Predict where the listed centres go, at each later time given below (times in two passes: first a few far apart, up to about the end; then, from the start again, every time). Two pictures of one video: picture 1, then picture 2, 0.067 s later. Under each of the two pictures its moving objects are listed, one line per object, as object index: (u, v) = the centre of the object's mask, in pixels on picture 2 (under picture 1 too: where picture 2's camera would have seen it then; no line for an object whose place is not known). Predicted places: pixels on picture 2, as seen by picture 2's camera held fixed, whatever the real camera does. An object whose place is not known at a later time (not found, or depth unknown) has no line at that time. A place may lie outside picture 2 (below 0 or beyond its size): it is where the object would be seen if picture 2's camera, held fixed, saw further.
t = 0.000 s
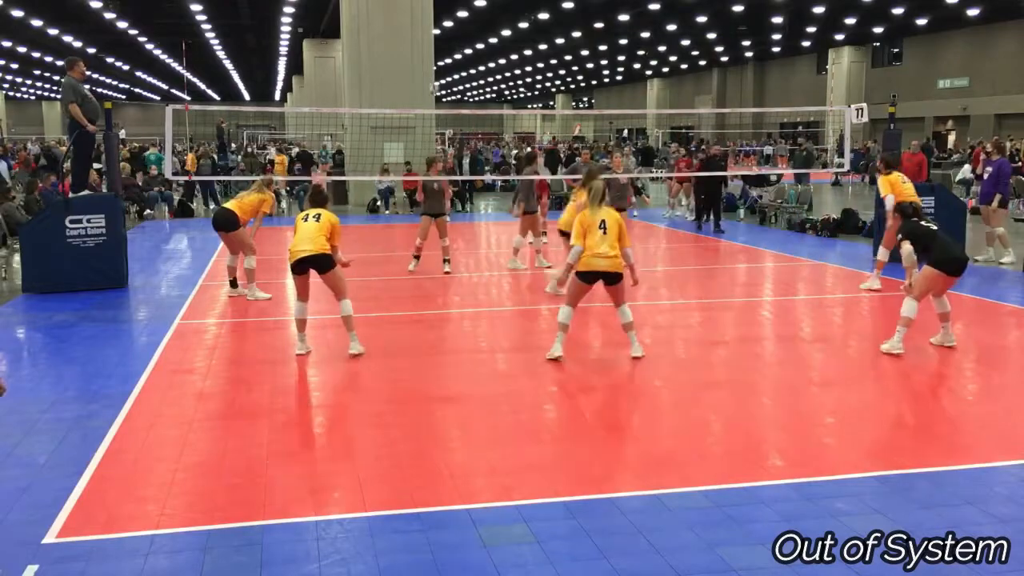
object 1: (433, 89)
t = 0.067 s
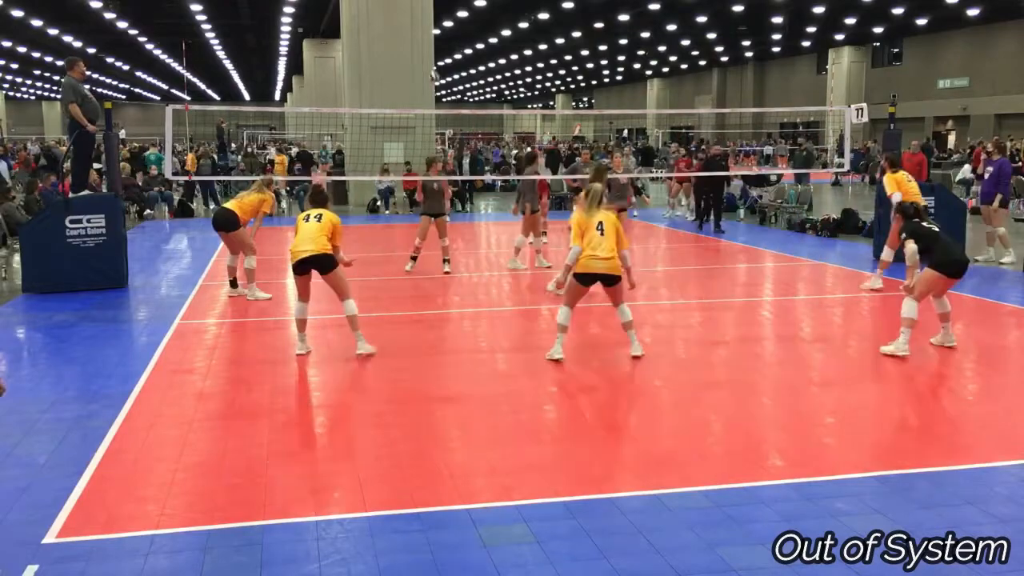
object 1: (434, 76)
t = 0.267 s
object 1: (430, 48)
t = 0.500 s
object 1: (420, 37)
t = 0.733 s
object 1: (406, 64)
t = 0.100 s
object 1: (433, 71)
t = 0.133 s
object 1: (432, 67)
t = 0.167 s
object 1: (432, 60)
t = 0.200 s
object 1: (432, 56)
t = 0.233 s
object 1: (431, 51)
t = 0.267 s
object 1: (430, 48)
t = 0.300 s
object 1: (429, 45)
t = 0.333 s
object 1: (428, 41)
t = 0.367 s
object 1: (427, 39)
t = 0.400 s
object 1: (426, 38)
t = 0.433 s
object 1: (425, 37)
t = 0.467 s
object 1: (423, 36)
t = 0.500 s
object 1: (420, 37)
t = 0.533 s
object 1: (419, 38)
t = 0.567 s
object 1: (418, 40)
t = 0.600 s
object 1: (416, 42)
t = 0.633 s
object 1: (414, 46)
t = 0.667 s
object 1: (411, 51)
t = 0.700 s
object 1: (409, 57)
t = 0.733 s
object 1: (406, 64)
